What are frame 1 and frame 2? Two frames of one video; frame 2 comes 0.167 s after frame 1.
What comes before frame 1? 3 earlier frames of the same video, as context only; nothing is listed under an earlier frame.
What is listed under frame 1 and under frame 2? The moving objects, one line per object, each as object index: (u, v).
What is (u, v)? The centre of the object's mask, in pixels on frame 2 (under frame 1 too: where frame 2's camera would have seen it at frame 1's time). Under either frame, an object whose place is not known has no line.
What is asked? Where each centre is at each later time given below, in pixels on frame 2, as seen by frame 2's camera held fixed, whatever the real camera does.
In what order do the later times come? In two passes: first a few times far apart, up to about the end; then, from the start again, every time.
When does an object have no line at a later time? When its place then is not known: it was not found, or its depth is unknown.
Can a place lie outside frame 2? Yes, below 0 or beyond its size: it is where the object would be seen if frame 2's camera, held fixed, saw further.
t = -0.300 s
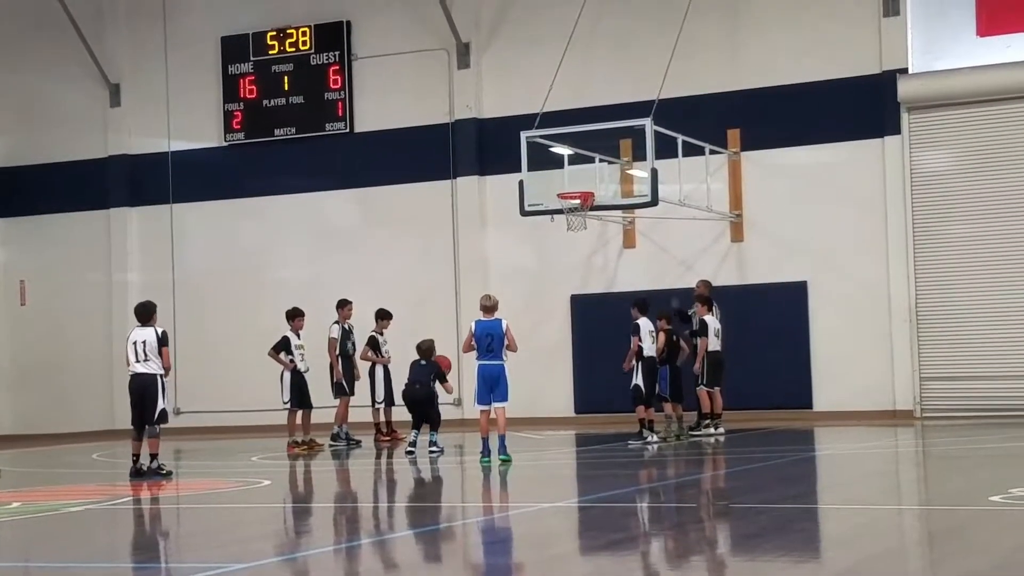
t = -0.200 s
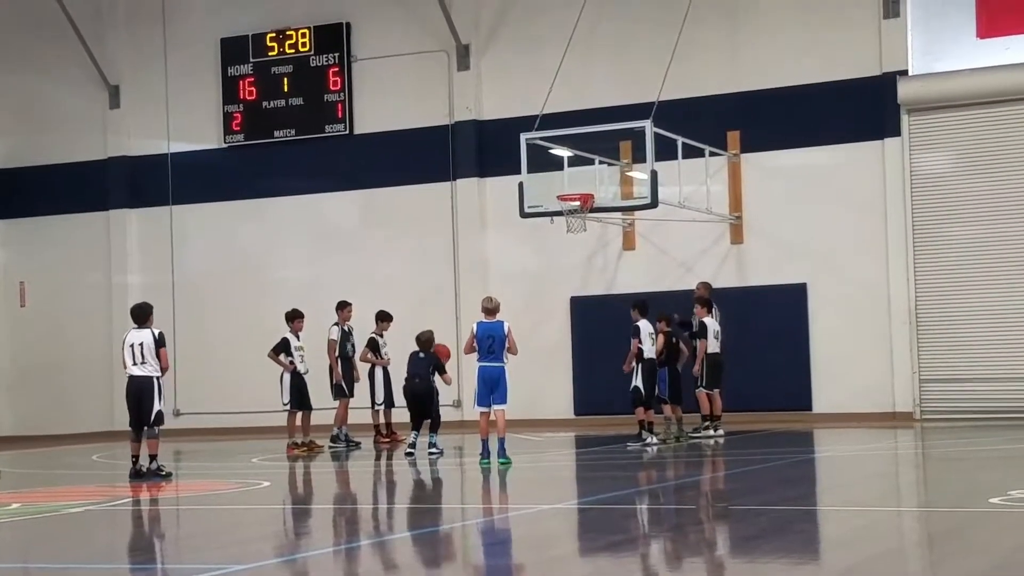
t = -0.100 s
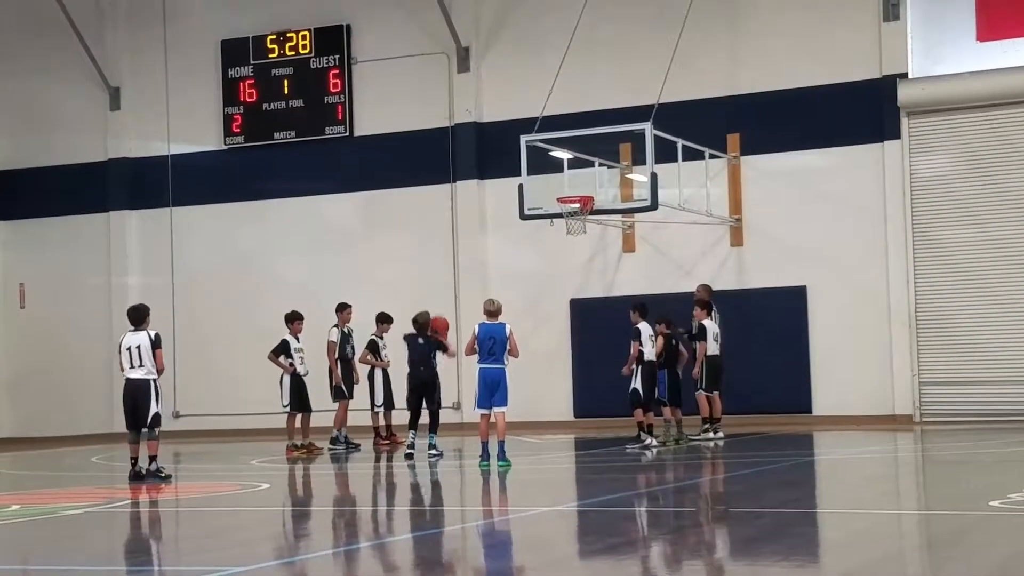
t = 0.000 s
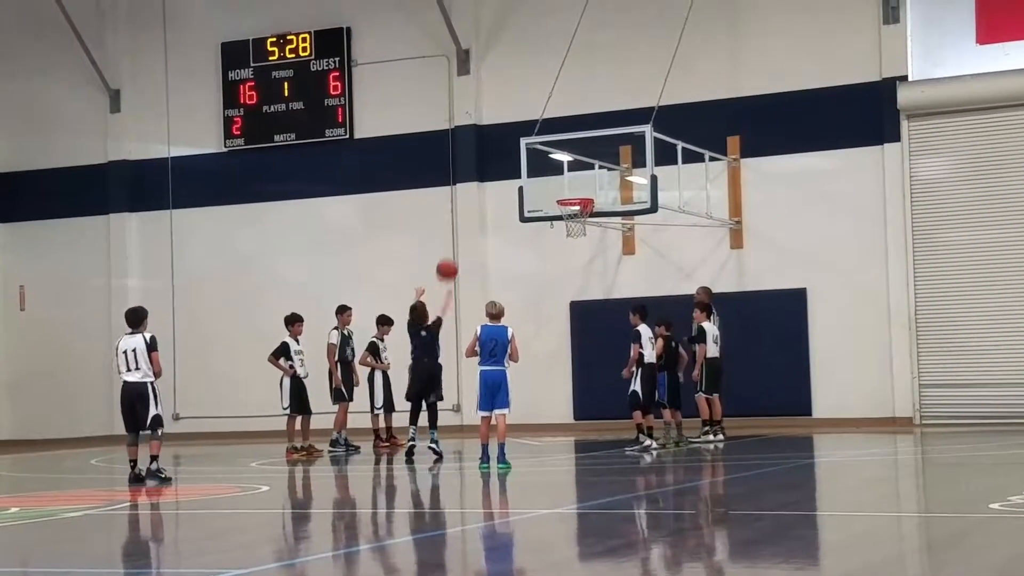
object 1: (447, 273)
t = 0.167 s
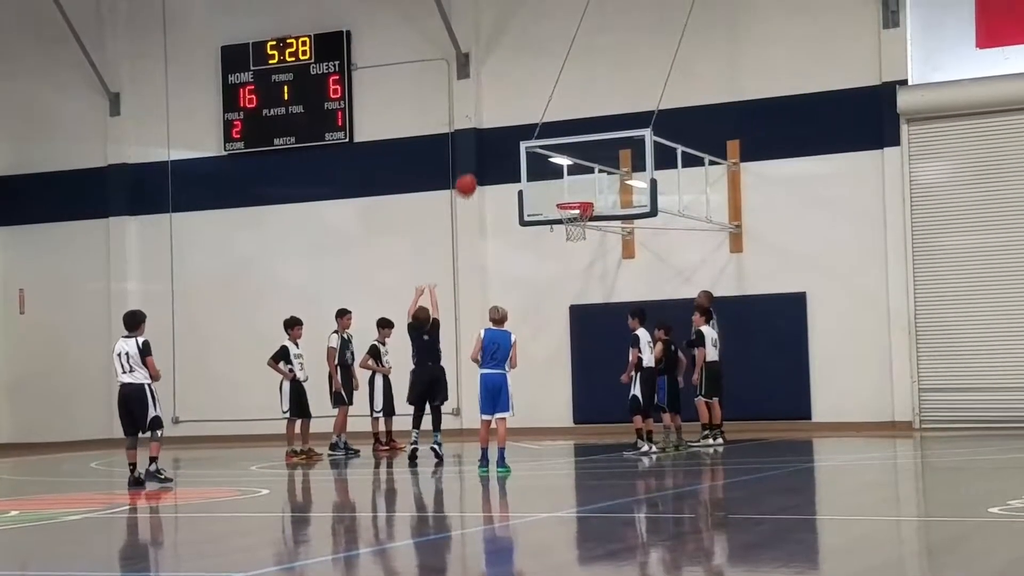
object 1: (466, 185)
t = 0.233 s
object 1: (473, 158)
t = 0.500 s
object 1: (501, 95)
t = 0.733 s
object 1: (526, 90)
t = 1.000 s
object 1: (553, 134)
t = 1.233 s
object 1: (566, 193)
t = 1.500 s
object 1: (525, 164)
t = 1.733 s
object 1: (491, 181)
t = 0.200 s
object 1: (469, 171)
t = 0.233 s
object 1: (473, 158)
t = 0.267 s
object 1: (476, 147)
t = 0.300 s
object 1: (480, 137)
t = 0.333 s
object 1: (484, 127)
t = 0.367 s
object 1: (487, 119)
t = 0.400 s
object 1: (491, 111)
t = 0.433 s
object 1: (494, 105)
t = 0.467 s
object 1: (498, 99)
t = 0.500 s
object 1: (501, 95)
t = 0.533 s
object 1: (505, 91)
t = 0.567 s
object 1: (508, 89)
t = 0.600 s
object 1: (512, 87)
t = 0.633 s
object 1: (515, 87)
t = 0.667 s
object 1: (519, 87)
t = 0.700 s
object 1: (522, 88)
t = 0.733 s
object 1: (526, 90)
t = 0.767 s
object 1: (529, 92)
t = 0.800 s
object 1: (533, 96)
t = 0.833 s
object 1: (536, 101)
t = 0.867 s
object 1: (540, 106)
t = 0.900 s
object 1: (543, 112)
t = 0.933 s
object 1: (547, 117)
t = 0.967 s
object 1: (550, 126)
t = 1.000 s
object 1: (553, 134)
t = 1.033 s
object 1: (557, 143)
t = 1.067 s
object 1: (560, 152)
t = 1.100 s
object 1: (564, 164)
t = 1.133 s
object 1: (567, 175)
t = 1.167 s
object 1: (570, 188)
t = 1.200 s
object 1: (571, 199)
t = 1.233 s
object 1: (566, 193)
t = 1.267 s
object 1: (560, 186)
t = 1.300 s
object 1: (555, 180)
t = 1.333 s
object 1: (551, 175)
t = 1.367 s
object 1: (546, 171)
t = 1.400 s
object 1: (541, 168)
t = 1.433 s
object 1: (535, 166)
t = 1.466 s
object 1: (530, 165)
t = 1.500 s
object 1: (525, 164)
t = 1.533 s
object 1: (520, 163)
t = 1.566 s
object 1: (515, 164)
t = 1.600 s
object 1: (510, 166)
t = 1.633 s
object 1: (505, 168)
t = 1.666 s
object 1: (501, 171)
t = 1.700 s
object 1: (496, 176)
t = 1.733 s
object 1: (491, 181)
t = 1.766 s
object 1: (486, 187)
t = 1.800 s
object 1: (481, 194)
